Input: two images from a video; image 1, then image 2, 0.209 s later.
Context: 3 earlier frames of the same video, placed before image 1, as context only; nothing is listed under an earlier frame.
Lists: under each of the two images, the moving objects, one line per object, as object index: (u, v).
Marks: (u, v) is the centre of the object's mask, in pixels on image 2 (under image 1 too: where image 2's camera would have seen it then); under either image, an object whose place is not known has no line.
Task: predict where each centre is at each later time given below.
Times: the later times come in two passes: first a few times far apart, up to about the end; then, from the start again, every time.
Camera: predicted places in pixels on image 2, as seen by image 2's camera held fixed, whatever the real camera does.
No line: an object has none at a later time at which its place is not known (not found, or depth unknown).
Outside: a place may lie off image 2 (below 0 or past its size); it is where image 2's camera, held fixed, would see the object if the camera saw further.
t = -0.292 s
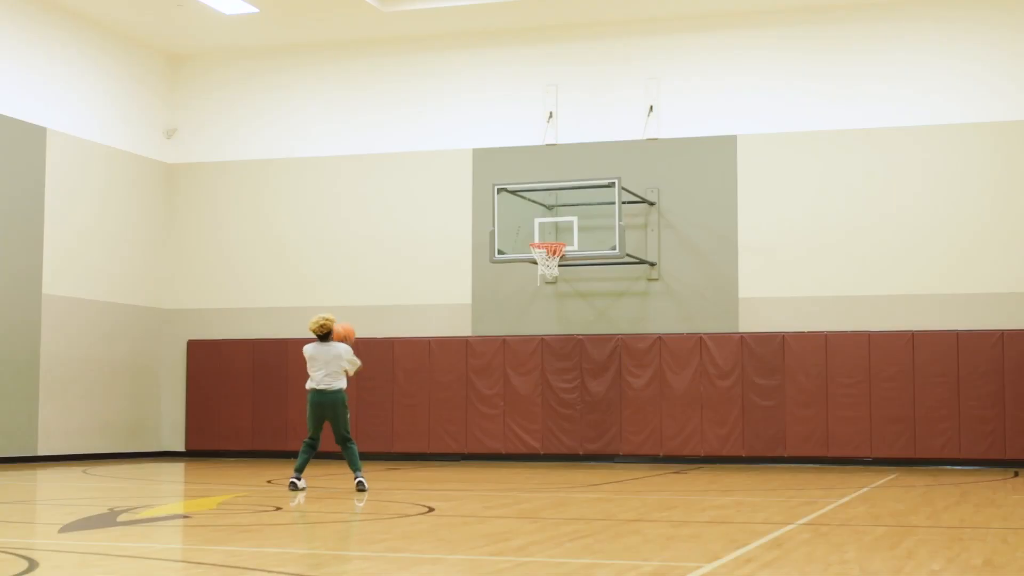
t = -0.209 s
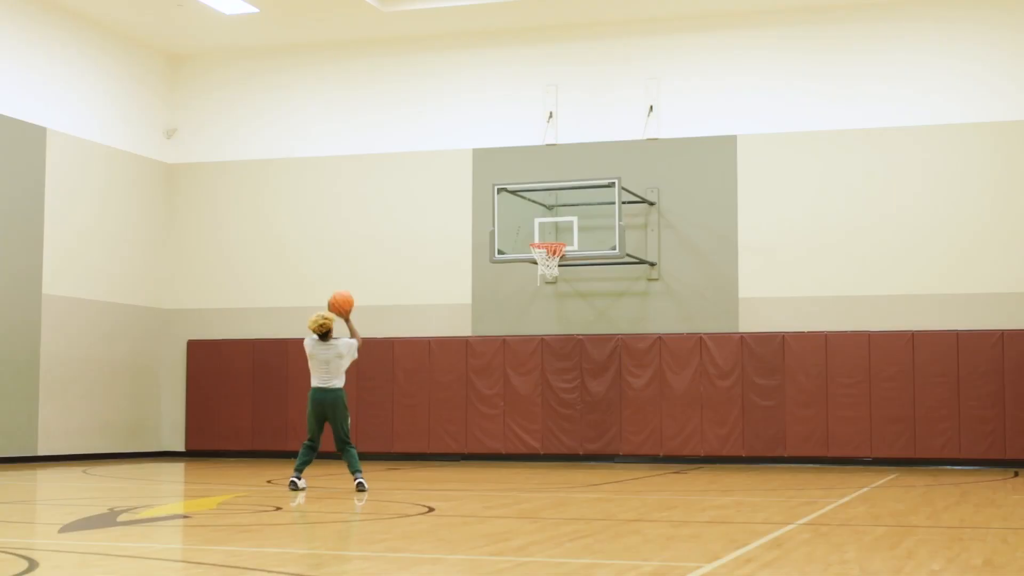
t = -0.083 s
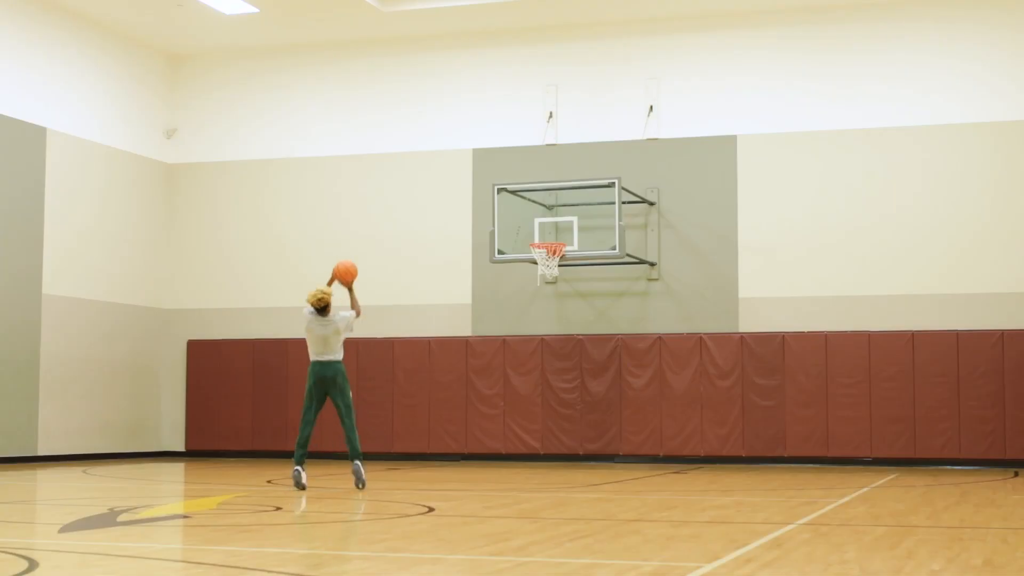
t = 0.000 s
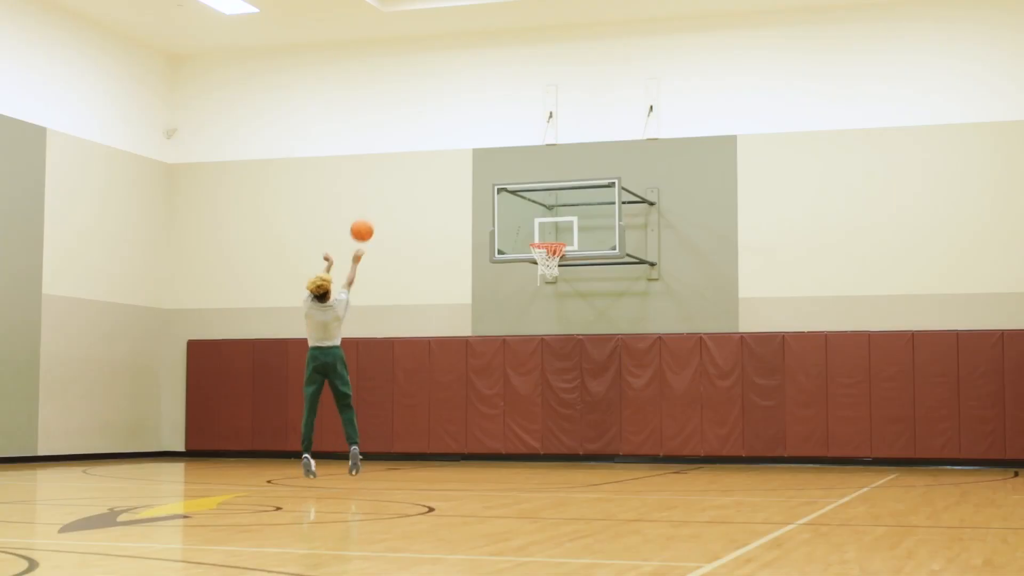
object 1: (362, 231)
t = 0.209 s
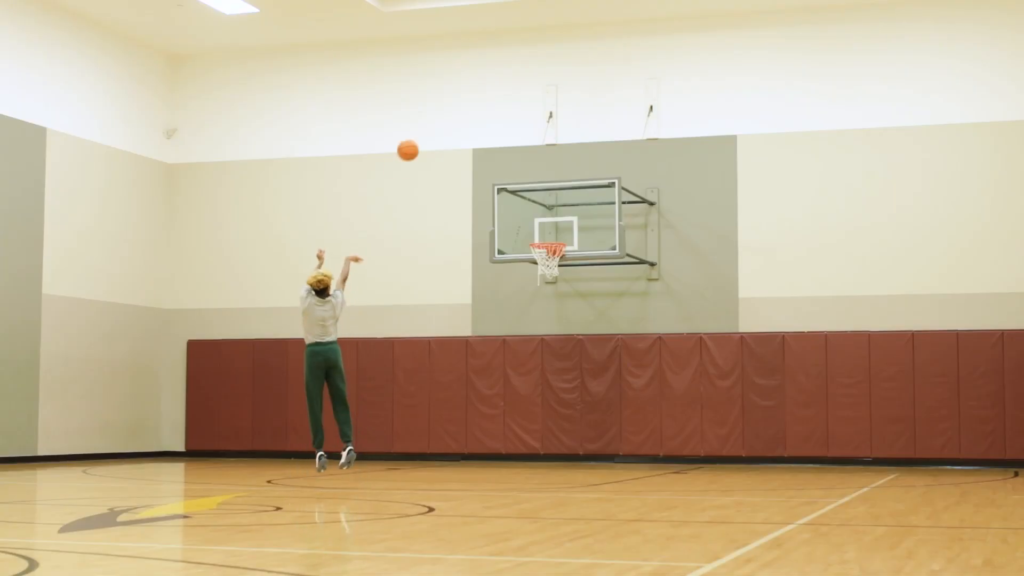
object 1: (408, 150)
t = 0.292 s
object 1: (424, 133)
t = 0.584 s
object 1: (473, 121)
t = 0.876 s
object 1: (517, 176)
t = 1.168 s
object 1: (548, 266)
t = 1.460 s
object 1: (554, 352)
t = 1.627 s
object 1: (558, 427)
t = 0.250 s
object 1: (414, 142)
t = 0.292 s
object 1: (424, 133)
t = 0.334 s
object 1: (430, 128)
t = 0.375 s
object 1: (439, 122)
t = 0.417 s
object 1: (445, 120)
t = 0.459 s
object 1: (454, 118)
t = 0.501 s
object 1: (459, 117)
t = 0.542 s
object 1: (468, 119)
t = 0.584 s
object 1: (473, 121)
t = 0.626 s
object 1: (481, 126)
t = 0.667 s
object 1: (486, 130)
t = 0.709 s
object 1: (494, 138)
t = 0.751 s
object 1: (499, 144)
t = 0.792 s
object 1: (506, 154)
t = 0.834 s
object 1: (511, 162)
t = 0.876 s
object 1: (517, 176)
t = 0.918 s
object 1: (522, 185)
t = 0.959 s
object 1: (528, 200)
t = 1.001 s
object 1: (532, 212)
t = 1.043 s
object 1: (539, 230)
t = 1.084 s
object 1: (543, 238)
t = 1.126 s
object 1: (548, 255)
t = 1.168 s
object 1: (548, 266)
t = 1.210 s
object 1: (550, 275)
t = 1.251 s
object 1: (551, 283)
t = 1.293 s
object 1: (552, 296)
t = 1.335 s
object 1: (552, 305)
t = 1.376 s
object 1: (553, 321)
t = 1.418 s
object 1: (554, 333)
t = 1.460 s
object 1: (554, 352)
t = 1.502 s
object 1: (555, 365)
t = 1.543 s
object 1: (556, 386)
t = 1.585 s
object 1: (556, 402)
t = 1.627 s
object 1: (558, 427)
